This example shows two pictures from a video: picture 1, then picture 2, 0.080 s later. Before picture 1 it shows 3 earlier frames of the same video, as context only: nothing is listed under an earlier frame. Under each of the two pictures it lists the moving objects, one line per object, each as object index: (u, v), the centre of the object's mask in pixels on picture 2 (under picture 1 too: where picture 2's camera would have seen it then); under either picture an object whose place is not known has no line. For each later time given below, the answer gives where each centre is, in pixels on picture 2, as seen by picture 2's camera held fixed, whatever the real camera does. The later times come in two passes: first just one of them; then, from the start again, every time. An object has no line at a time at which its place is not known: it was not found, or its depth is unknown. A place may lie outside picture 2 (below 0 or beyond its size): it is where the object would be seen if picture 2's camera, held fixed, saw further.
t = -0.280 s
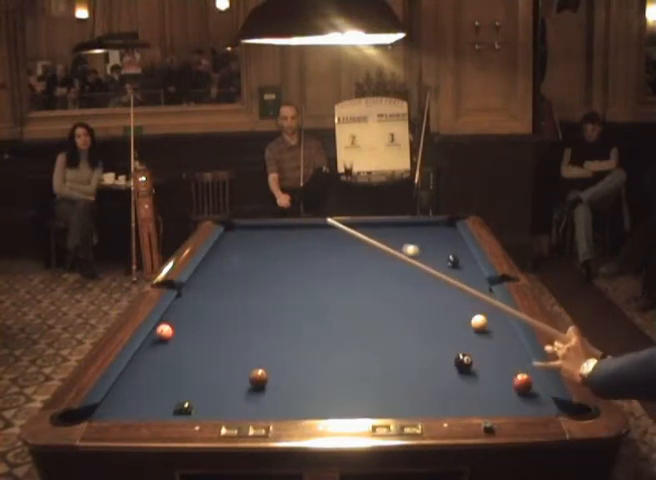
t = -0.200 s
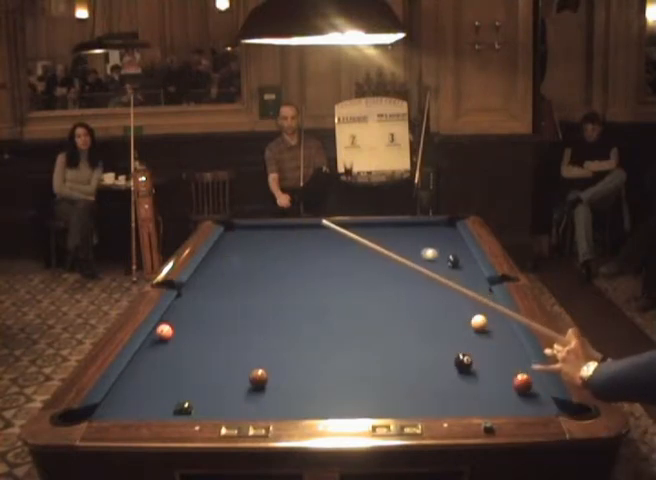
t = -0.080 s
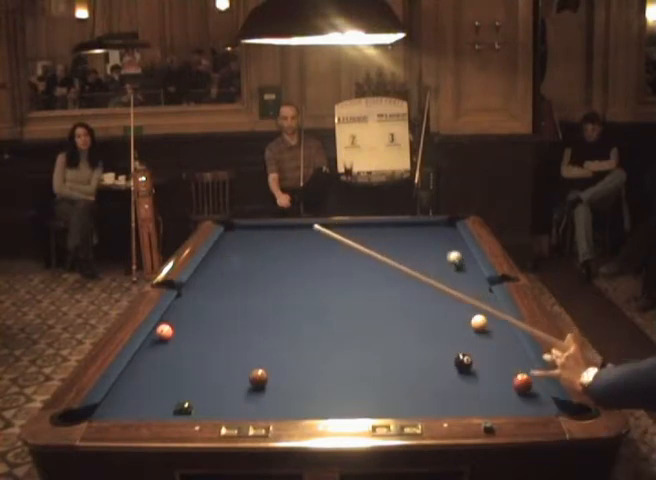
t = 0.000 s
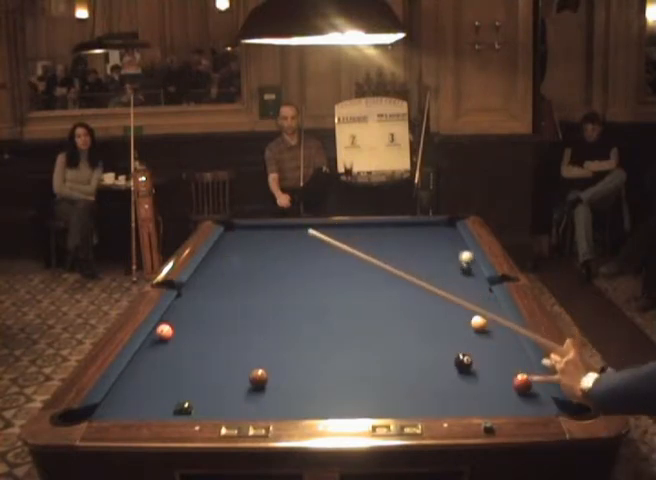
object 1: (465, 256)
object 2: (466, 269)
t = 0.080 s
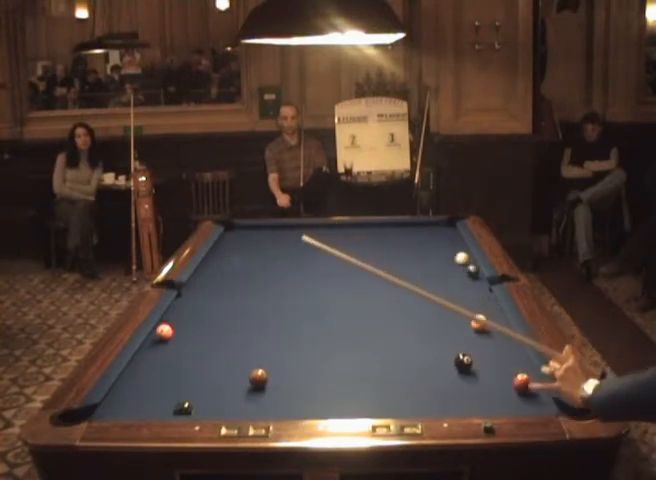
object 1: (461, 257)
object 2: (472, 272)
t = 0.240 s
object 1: (450, 261)
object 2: (475, 279)
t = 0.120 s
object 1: (458, 258)
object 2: (476, 274)
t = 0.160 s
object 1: (455, 259)
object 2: (475, 276)
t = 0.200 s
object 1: (453, 260)
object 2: (475, 277)
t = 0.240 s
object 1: (450, 261)
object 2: (475, 279)
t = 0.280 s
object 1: (448, 262)
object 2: (474, 281)
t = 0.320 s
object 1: (445, 262)
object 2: (474, 282)
